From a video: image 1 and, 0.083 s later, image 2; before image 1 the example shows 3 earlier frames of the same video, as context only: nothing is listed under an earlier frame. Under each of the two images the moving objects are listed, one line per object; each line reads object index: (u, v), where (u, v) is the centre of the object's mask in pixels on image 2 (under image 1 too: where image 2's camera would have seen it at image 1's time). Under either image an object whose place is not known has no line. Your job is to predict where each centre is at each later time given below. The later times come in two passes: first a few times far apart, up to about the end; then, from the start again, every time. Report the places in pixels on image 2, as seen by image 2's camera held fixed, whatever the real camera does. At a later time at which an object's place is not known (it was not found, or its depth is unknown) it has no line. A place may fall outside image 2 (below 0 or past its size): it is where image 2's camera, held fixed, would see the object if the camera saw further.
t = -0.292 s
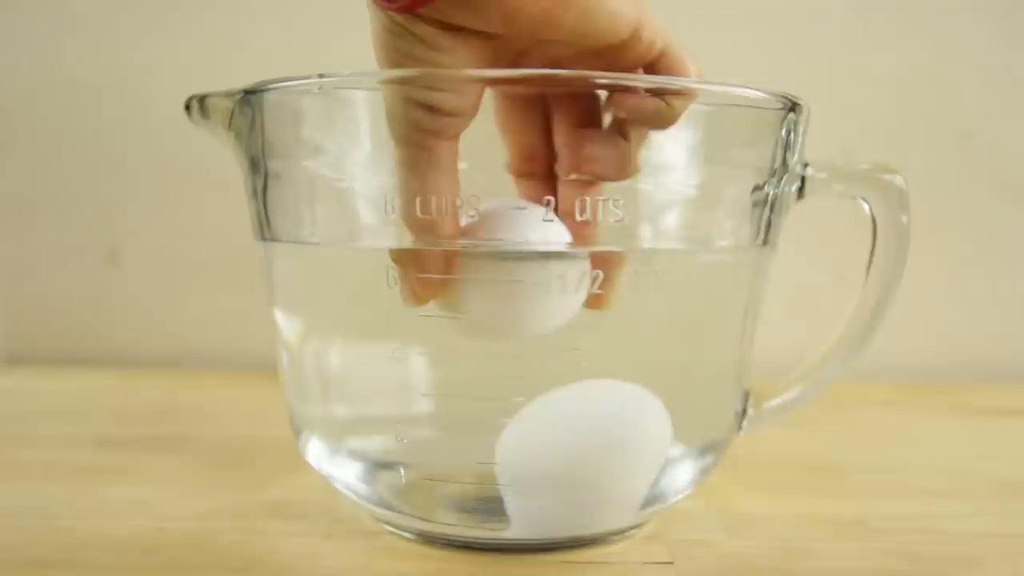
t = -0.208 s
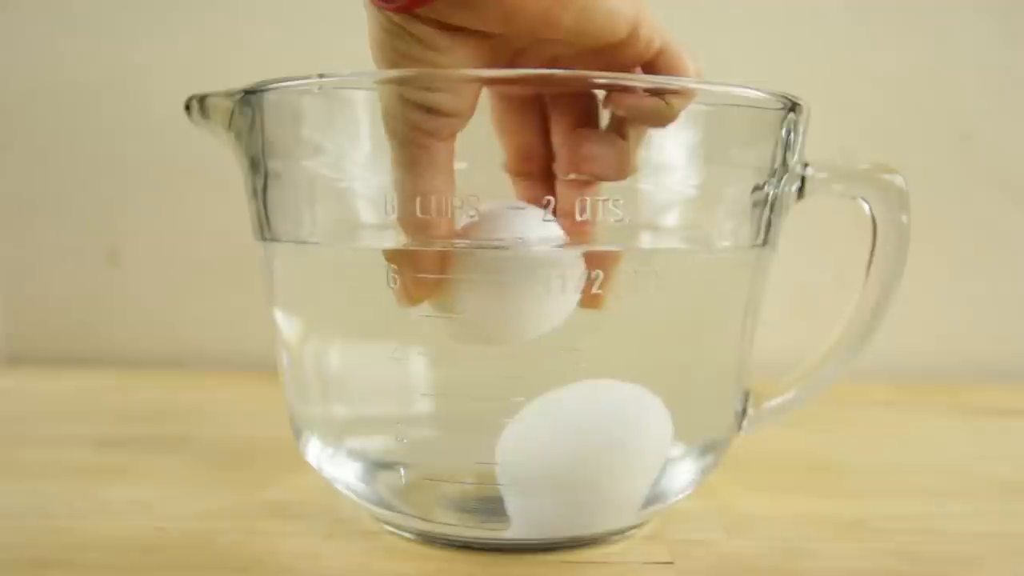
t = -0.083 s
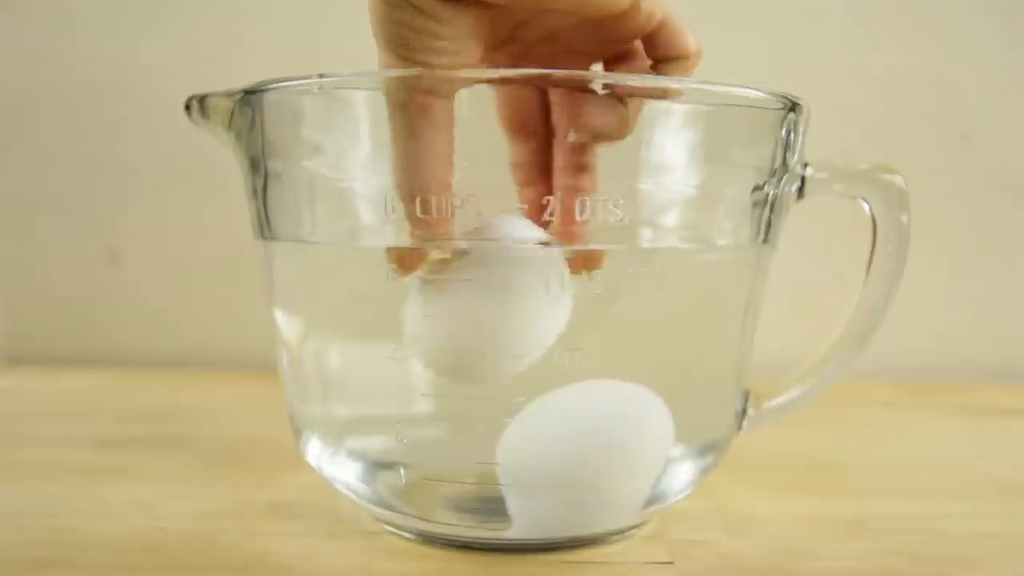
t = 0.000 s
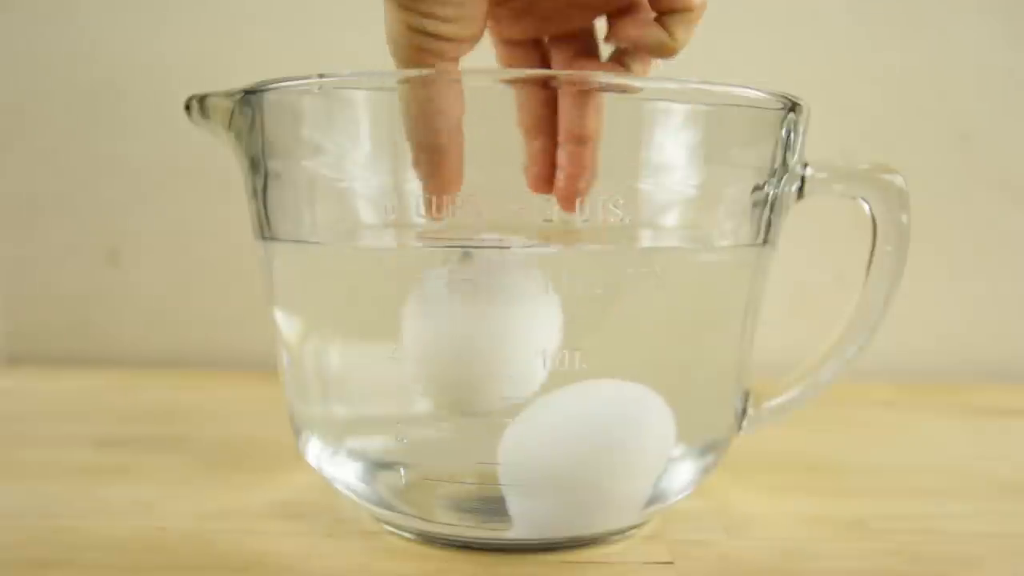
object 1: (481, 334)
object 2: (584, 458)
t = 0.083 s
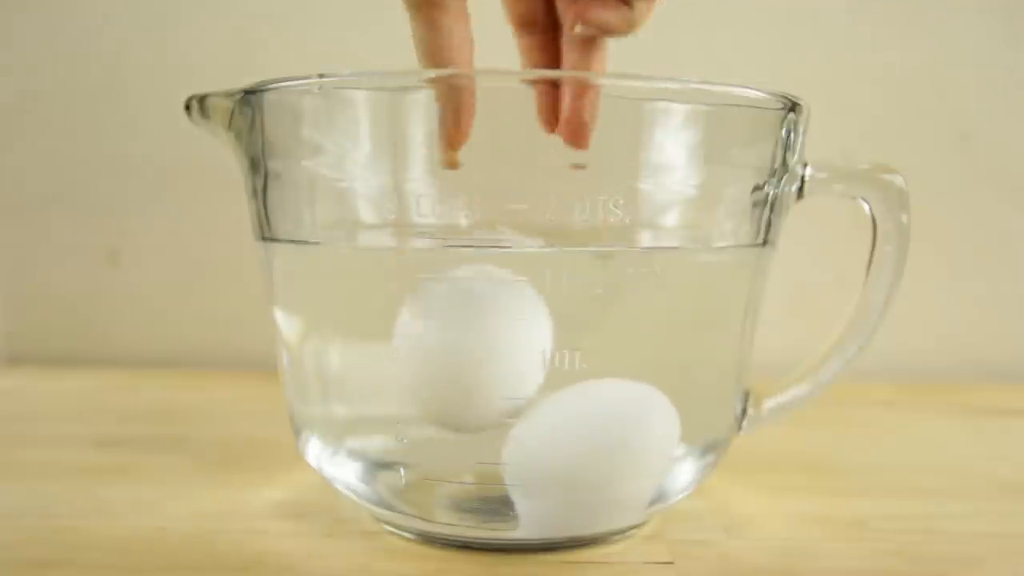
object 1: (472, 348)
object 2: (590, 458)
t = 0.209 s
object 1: (450, 364)
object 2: (598, 457)
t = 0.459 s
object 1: (411, 378)
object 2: (602, 457)
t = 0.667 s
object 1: (380, 379)
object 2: (598, 456)
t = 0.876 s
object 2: (590, 454)
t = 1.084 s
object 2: (585, 453)
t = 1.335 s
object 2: (586, 453)
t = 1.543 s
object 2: (592, 454)
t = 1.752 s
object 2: (600, 455)
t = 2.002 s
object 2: (604, 455)
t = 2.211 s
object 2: (603, 455)
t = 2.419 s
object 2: (599, 455)
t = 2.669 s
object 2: (595, 454)
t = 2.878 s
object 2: (594, 454)
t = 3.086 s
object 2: (598, 454)
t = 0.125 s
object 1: (464, 354)
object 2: (593, 457)
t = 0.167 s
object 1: (456, 360)
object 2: (595, 457)
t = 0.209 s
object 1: (450, 364)
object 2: (598, 457)
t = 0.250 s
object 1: (443, 368)
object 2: (599, 457)
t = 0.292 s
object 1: (436, 371)
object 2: (601, 457)
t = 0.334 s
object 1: (430, 374)
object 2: (602, 457)
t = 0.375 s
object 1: (424, 376)
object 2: (602, 457)
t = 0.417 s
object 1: (418, 377)
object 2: (603, 457)
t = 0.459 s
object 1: (411, 378)
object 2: (602, 457)
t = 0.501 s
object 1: (404, 380)
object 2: (602, 456)
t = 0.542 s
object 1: (398, 380)
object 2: (601, 456)
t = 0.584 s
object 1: (391, 380)
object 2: (600, 456)
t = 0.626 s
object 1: (385, 379)
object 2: (598, 456)
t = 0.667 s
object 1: (380, 379)
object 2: (598, 456)
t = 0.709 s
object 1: (374, 376)
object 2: (596, 455)
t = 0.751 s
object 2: (595, 455)
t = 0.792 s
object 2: (594, 455)
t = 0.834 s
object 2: (592, 455)
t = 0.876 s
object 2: (590, 454)
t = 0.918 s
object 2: (589, 453)
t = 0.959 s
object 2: (587, 453)
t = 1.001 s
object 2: (586, 453)
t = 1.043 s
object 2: (586, 453)
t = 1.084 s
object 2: (585, 453)
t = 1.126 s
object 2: (585, 453)
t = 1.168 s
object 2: (585, 453)
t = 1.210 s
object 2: (585, 453)
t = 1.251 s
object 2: (585, 453)
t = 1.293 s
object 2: (586, 453)
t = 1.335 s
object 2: (586, 453)
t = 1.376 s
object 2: (587, 453)
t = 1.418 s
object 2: (588, 453)
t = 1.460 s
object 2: (589, 454)
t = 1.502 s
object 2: (590, 454)
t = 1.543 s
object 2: (592, 454)
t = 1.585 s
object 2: (593, 454)
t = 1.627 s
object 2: (595, 454)
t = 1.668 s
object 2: (597, 455)
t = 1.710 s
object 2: (599, 455)
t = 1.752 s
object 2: (600, 455)
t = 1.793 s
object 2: (602, 455)
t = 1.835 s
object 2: (602, 455)
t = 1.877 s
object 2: (603, 455)
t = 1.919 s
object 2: (604, 455)
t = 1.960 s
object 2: (604, 455)
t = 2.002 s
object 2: (604, 455)
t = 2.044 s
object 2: (604, 455)
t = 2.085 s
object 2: (604, 455)
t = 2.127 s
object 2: (604, 455)
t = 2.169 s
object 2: (604, 455)
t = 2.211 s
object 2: (603, 455)
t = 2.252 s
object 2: (603, 455)
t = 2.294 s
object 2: (601, 455)
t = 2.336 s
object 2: (601, 455)
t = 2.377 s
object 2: (600, 455)
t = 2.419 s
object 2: (599, 455)
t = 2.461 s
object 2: (597, 454)
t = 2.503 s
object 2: (597, 454)
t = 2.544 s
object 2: (596, 454)
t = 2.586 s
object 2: (595, 454)
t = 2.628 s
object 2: (595, 454)
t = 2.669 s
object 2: (595, 454)
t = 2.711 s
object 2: (594, 454)
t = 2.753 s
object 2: (594, 454)
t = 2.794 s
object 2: (594, 454)
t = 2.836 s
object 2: (594, 454)
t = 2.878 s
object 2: (594, 454)
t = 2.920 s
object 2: (594, 454)
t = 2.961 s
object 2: (595, 454)
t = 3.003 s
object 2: (596, 454)
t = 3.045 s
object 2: (597, 454)
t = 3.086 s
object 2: (598, 454)
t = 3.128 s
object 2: (598, 454)
